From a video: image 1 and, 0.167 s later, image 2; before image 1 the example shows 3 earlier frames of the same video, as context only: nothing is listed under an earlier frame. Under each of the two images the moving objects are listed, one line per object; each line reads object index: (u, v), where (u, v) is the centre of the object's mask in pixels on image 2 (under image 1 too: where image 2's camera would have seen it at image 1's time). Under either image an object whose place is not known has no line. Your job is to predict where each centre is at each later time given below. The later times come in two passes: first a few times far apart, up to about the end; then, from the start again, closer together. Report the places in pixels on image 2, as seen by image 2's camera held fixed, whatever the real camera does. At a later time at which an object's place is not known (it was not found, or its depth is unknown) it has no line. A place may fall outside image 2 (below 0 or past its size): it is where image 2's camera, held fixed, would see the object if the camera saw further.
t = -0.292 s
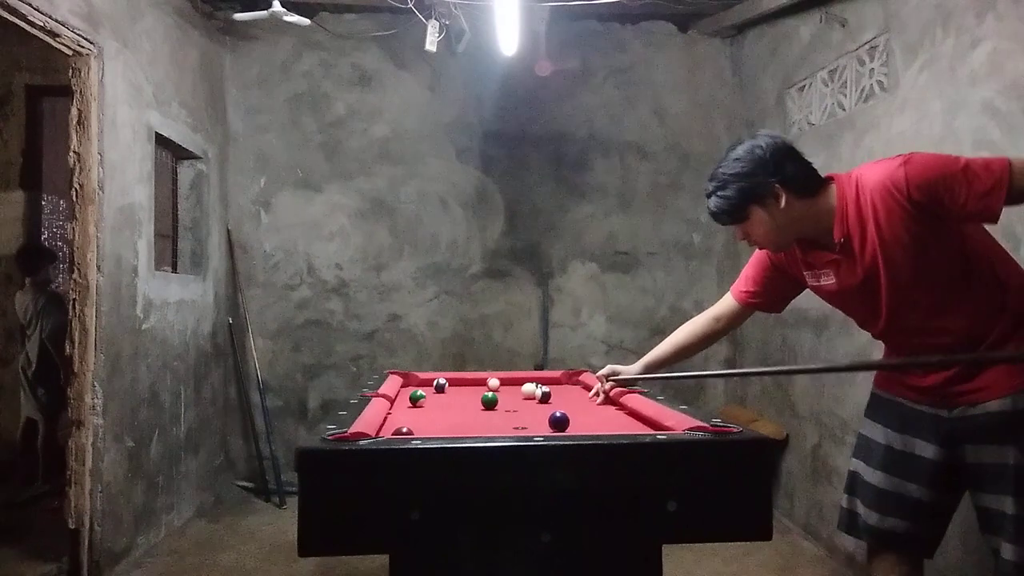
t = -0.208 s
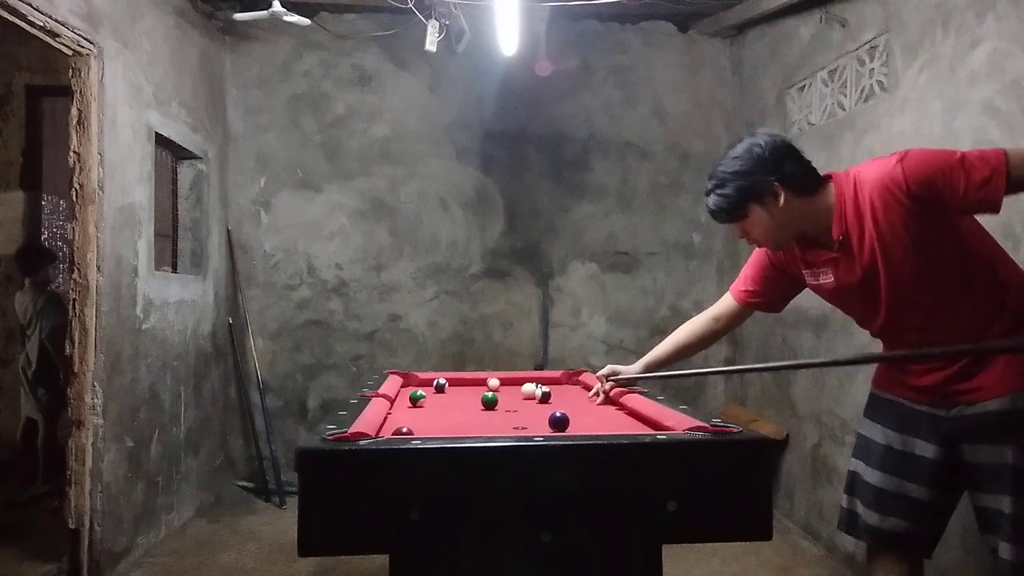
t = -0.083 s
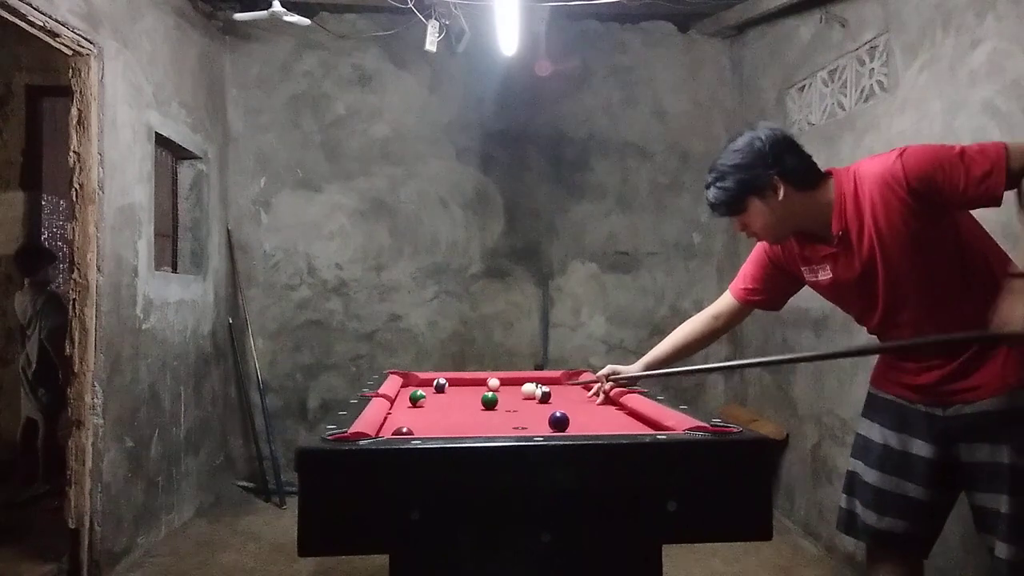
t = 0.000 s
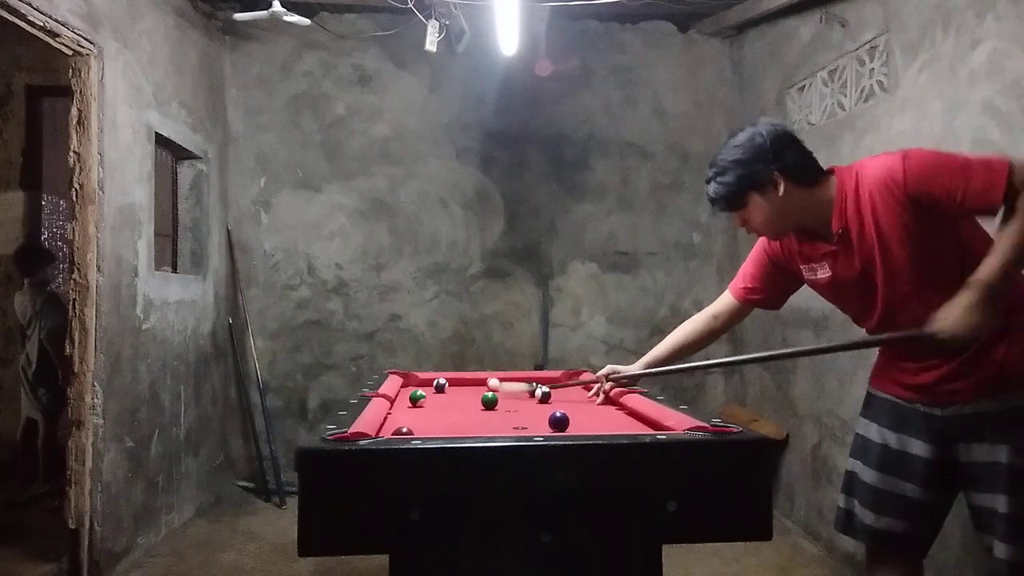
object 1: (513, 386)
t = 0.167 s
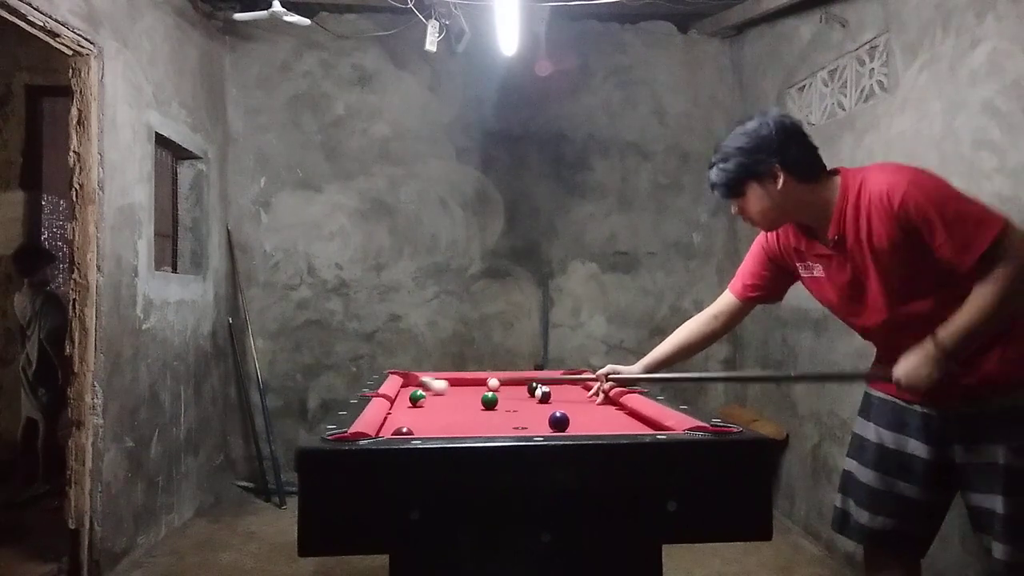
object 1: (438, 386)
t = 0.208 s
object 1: (430, 387)
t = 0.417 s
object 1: (425, 387)
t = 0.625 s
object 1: (454, 388)
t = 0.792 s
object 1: (477, 388)
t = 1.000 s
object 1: (507, 389)
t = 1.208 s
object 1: (522, 389)
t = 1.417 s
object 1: (528, 389)
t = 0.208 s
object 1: (430, 387)
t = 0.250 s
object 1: (421, 385)
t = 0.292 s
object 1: (410, 387)
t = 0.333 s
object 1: (410, 387)
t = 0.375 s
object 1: (419, 385)
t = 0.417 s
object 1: (425, 387)
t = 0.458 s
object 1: (431, 388)
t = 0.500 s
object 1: (436, 388)
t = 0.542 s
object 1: (442, 388)
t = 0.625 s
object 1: (454, 388)
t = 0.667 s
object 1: (460, 388)
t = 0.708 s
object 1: (466, 388)
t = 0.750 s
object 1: (472, 388)
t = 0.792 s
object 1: (477, 388)
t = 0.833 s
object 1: (482, 387)
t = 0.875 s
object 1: (490, 387)
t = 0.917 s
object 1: (496, 388)
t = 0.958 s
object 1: (501, 389)
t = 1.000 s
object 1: (507, 389)
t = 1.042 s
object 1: (512, 389)
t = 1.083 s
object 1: (517, 388)
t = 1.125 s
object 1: (519, 389)
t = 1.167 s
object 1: (521, 389)
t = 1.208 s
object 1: (522, 389)
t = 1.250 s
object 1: (523, 389)
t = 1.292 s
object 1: (524, 389)
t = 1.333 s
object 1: (526, 389)
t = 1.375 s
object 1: (527, 389)
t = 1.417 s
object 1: (528, 389)
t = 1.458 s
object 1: (529, 389)
